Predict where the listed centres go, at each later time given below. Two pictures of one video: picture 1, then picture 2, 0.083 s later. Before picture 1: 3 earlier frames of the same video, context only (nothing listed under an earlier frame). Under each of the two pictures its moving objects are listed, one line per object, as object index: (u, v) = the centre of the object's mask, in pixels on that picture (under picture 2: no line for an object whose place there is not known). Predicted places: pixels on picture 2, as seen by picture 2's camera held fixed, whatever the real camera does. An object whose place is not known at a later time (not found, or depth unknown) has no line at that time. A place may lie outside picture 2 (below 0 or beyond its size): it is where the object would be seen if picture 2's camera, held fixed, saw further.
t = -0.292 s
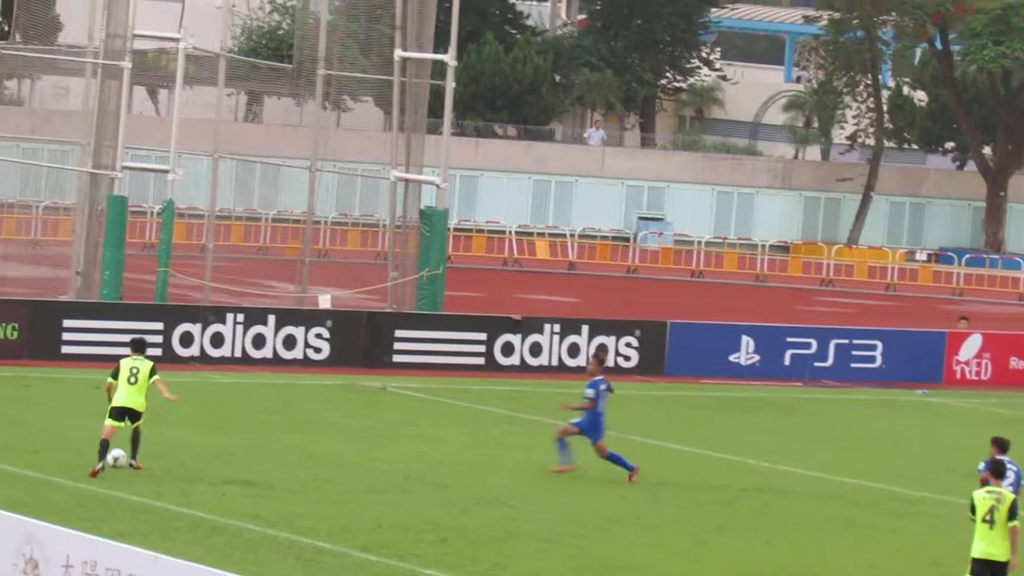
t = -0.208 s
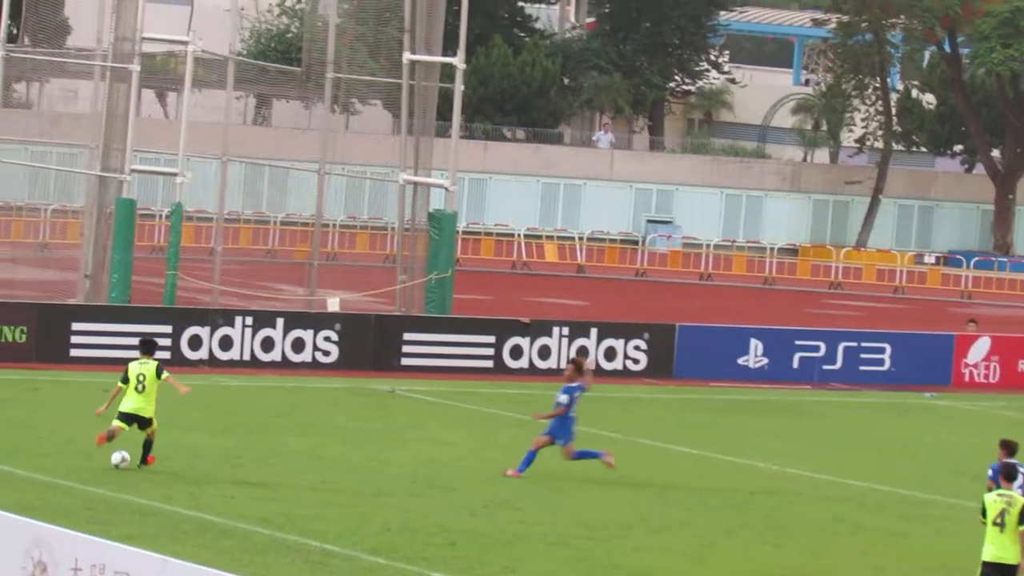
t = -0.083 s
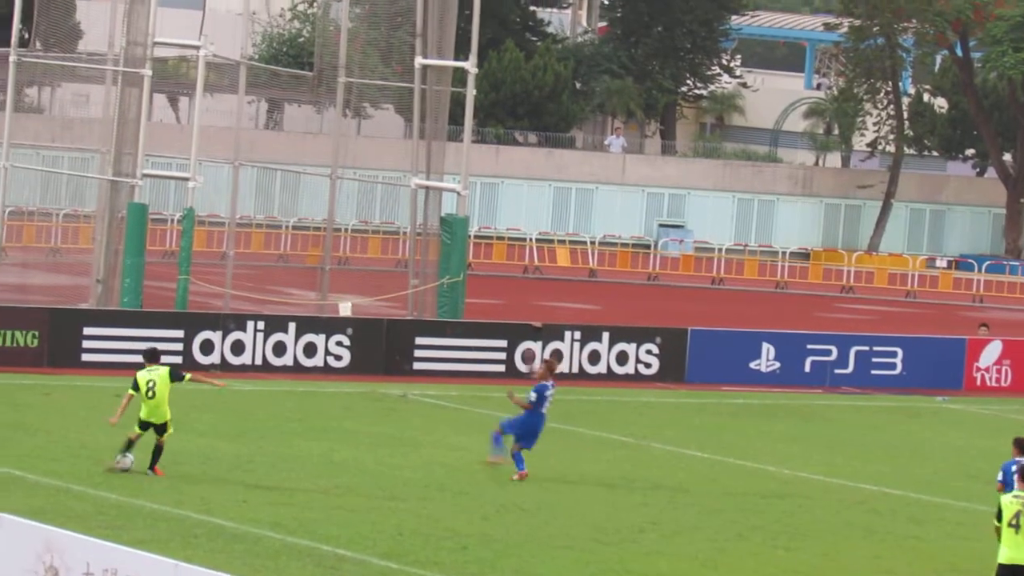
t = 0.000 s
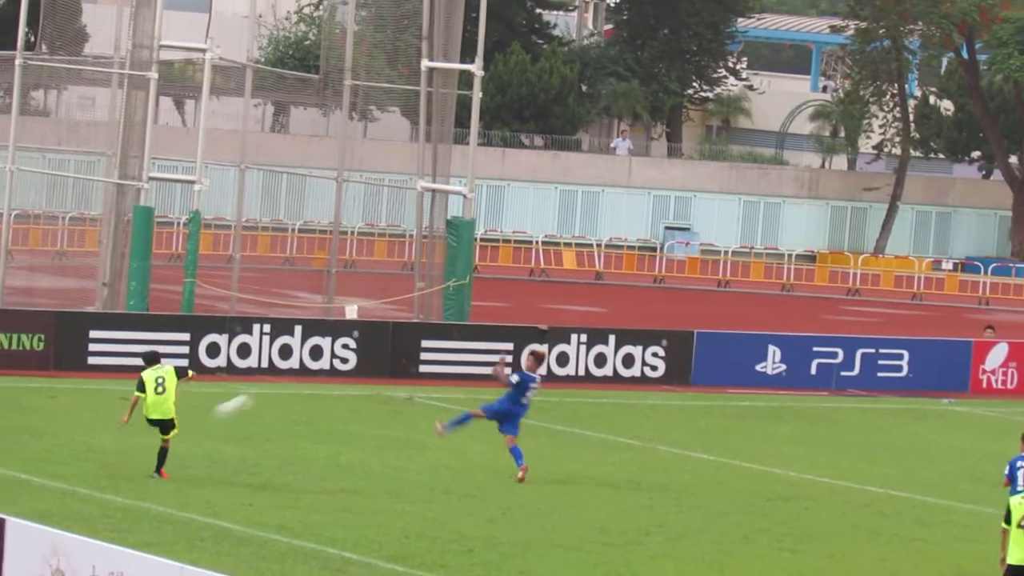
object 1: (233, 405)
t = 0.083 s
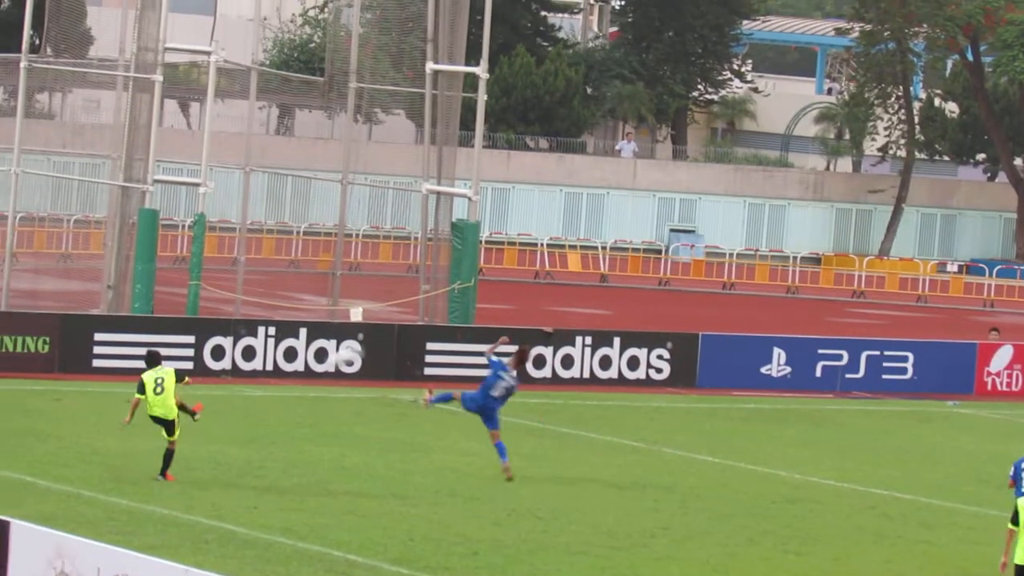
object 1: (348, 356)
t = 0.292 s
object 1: (589, 259)
